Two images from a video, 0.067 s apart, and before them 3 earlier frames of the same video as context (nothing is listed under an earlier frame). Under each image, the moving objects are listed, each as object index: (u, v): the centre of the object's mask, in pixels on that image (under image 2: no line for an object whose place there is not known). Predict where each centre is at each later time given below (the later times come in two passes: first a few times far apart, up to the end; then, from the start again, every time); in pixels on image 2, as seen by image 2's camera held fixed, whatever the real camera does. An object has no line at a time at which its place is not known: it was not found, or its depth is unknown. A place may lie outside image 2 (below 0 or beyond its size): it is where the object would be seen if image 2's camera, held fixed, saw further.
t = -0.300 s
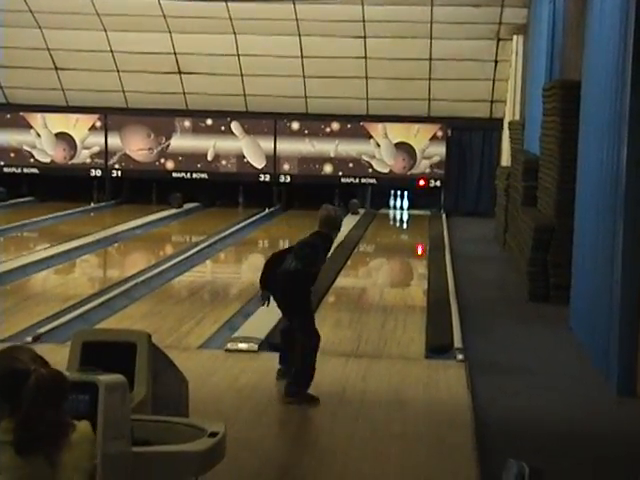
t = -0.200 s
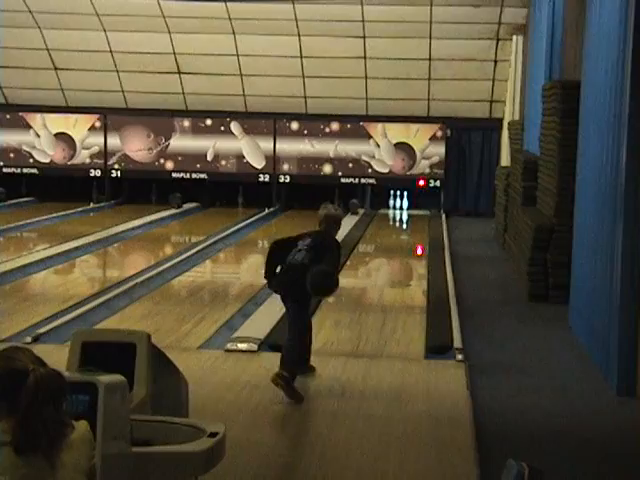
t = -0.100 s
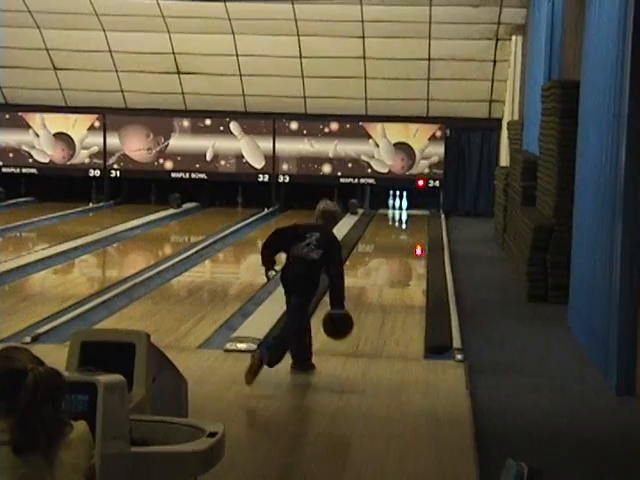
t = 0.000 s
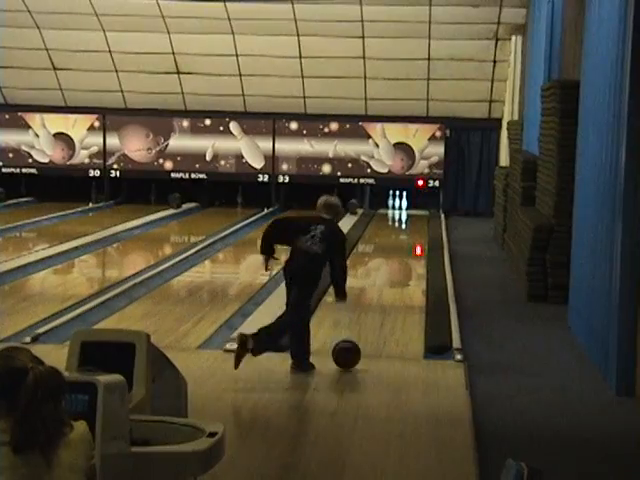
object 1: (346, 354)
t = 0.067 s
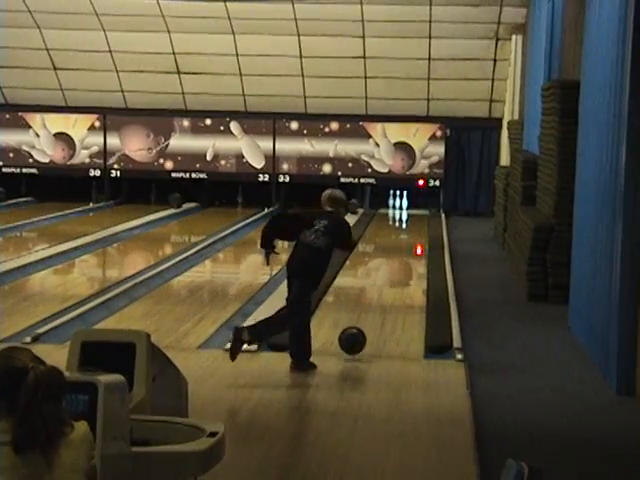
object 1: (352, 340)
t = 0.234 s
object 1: (363, 327)
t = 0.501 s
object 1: (378, 302)
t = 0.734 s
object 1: (388, 285)
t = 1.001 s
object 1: (398, 270)
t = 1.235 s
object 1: (404, 260)
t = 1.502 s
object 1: (410, 249)
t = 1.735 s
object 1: (416, 241)
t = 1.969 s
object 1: (420, 235)
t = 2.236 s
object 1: (425, 230)
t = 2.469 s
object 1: (426, 224)
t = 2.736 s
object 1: (424, 219)
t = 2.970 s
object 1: (422, 215)
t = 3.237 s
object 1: (421, 213)
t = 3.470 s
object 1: (420, 210)
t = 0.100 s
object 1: (354, 335)
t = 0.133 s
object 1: (357, 332)
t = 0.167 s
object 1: (359, 330)
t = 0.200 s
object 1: (361, 330)
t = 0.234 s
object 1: (363, 327)
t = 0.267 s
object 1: (365, 324)
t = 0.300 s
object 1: (367, 320)
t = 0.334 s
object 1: (369, 317)
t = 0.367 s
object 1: (371, 314)
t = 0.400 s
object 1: (373, 311)
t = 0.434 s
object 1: (375, 308)
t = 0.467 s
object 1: (377, 305)
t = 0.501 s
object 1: (378, 302)
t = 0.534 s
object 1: (380, 300)
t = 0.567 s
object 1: (382, 297)
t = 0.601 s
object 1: (383, 294)
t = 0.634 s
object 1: (384, 292)
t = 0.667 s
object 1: (386, 290)
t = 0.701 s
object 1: (387, 287)
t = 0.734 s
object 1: (388, 285)
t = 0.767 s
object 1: (390, 283)
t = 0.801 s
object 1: (391, 281)
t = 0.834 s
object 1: (392, 279)
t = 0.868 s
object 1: (393, 277)
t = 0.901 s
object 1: (395, 275)
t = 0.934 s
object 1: (396, 273)
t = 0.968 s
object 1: (397, 271)
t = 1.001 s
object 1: (398, 270)
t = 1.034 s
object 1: (399, 269)
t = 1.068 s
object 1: (400, 267)
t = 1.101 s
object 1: (401, 265)
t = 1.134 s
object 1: (402, 264)
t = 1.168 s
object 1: (403, 262)
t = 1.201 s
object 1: (404, 261)
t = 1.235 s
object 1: (404, 260)
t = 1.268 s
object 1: (405, 258)
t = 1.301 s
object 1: (406, 256)
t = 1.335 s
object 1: (407, 255)
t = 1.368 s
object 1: (408, 254)
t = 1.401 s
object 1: (408, 253)
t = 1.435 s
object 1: (409, 251)
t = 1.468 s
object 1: (410, 250)
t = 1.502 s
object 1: (410, 249)
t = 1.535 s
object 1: (412, 248)
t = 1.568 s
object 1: (412, 246)
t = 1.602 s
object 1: (413, 246)
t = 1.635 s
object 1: (414, 245)
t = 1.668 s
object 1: (414, 243)
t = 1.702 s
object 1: (415, 242)
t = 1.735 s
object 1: (416, 241)
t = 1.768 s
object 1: (416, 241)
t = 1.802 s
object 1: (417, 240)
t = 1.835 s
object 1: (418, 239)
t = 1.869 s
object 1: (418, 238)
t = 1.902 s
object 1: (419, 237)
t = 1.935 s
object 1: (420, 236)
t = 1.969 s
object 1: (420, 235)
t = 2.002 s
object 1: (421, 234)
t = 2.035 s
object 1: (422, 234)
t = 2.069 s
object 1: (422, 232)
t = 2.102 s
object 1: (423, 232)
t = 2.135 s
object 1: (423, 231)
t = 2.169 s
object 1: (423, 231)
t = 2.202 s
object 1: (424, 230)
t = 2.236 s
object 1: (425, 230)
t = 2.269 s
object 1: (426, 228)
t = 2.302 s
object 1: (426, 228)
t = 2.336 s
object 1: (426, 227)
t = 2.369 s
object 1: (426, 226)
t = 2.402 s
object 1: (426, 226)
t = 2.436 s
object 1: (426, 225)
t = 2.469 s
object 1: (426, 224)
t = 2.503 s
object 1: (425, 224)
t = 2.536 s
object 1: (425, 223)
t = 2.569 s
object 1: (425, 222)
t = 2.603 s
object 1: (425, 222)
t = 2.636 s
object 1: (425, 222)
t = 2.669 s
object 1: (424, 220)
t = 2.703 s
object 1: (424, 220)
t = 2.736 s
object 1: (424, 219)
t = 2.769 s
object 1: (423, 219)
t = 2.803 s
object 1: (423, 219)
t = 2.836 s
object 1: (423, 218)
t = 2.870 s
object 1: (423, 217)
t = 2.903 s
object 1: (423, 217)
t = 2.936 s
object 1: (422, 216)
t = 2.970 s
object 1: (422, 215)
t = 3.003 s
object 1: (421, 215)
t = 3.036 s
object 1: (421, 215)
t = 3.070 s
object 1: (421, 214)
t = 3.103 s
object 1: (421, 214)
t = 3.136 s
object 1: (421, 214)
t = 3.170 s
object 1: (421, 213)
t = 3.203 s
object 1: (421, 213)
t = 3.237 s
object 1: (421, 213)
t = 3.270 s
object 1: (420, 213)
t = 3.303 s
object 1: (421, 212)
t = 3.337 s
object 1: (420, 211)
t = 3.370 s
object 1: (420, 211)
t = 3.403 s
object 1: (420, 210)
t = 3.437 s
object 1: (419, 210)
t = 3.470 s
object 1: (420, 210)
